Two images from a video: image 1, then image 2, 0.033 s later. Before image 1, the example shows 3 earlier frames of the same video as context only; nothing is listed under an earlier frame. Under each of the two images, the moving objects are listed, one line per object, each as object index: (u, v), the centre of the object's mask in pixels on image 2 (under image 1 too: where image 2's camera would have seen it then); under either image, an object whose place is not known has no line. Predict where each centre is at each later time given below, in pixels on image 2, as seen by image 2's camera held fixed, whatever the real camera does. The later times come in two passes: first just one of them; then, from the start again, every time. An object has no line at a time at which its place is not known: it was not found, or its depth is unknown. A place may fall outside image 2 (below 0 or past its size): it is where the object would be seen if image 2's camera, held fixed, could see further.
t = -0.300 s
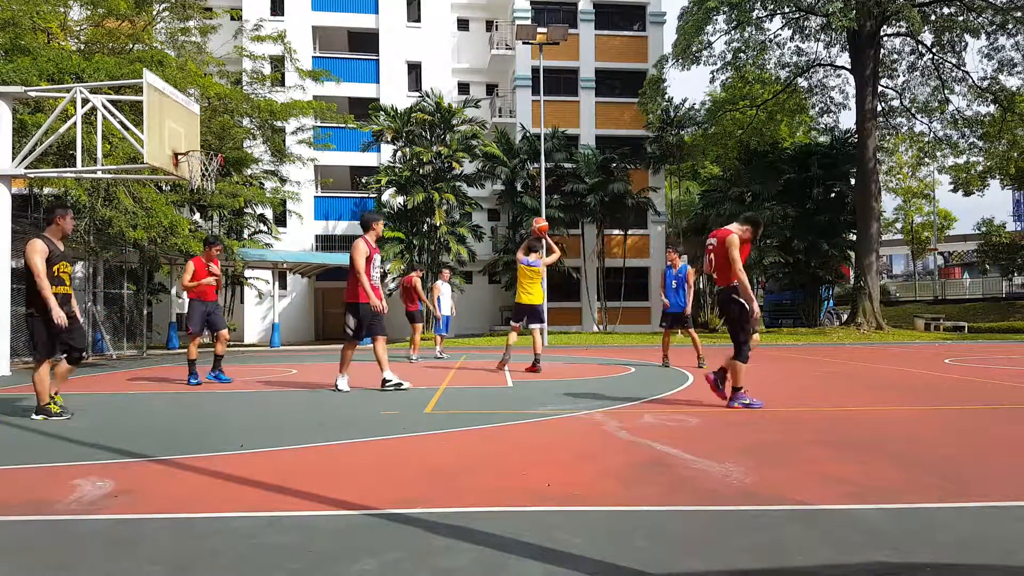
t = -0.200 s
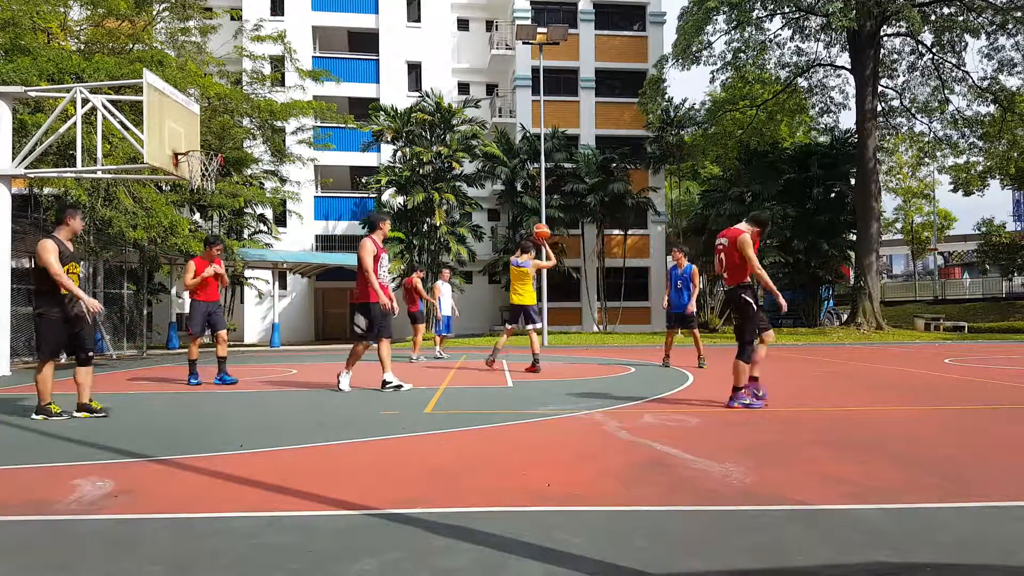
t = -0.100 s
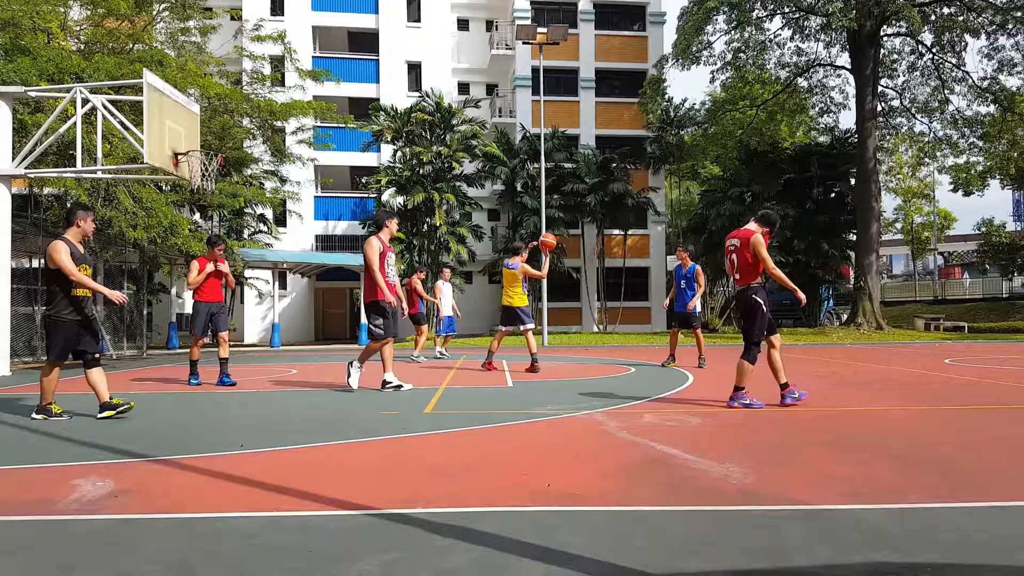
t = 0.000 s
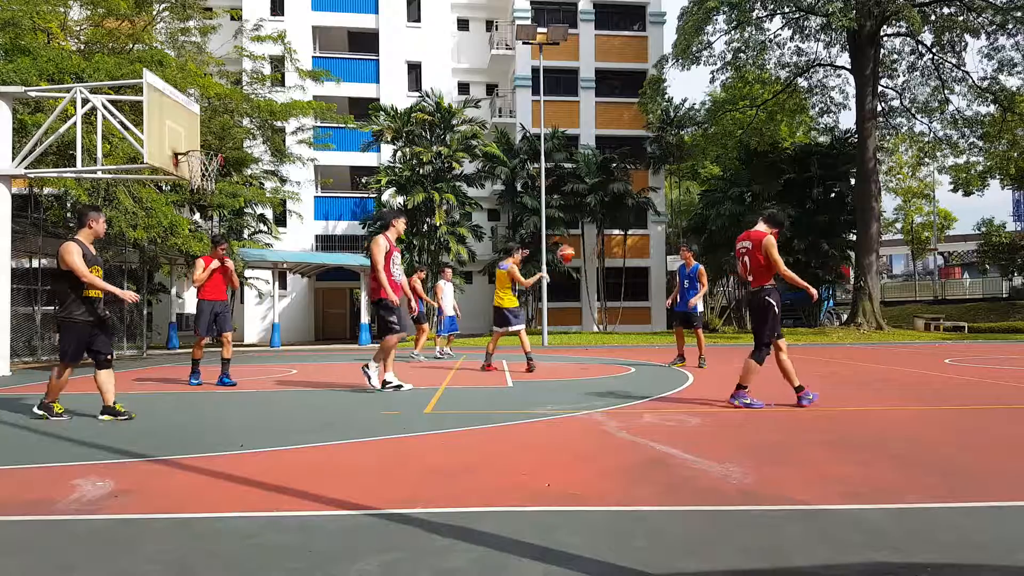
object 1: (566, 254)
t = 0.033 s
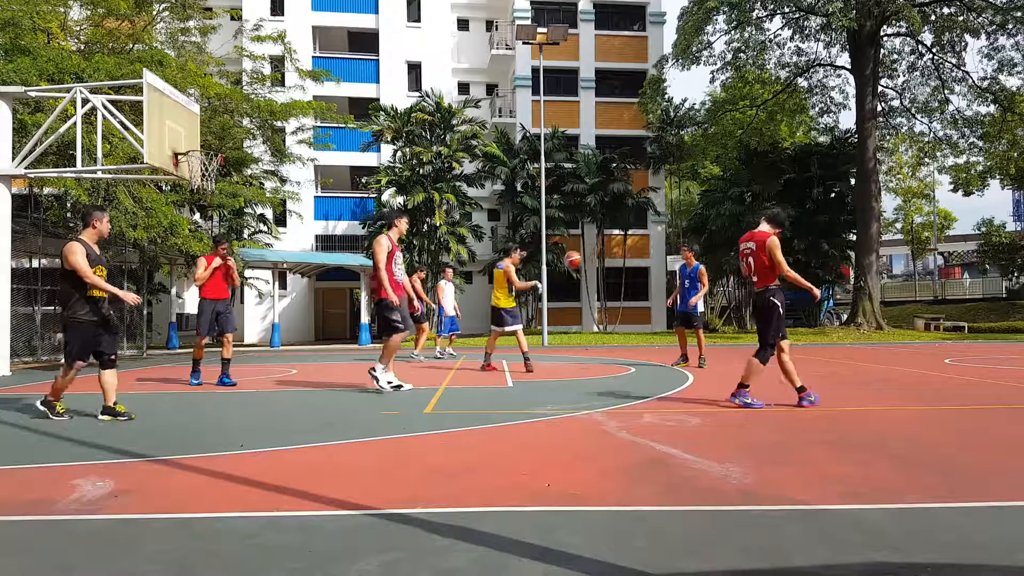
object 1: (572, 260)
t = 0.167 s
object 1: (601, 290)
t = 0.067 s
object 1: (581, 265)
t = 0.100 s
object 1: (588, 273)
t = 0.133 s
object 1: (595, 281)
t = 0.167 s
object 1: (601, 290)
